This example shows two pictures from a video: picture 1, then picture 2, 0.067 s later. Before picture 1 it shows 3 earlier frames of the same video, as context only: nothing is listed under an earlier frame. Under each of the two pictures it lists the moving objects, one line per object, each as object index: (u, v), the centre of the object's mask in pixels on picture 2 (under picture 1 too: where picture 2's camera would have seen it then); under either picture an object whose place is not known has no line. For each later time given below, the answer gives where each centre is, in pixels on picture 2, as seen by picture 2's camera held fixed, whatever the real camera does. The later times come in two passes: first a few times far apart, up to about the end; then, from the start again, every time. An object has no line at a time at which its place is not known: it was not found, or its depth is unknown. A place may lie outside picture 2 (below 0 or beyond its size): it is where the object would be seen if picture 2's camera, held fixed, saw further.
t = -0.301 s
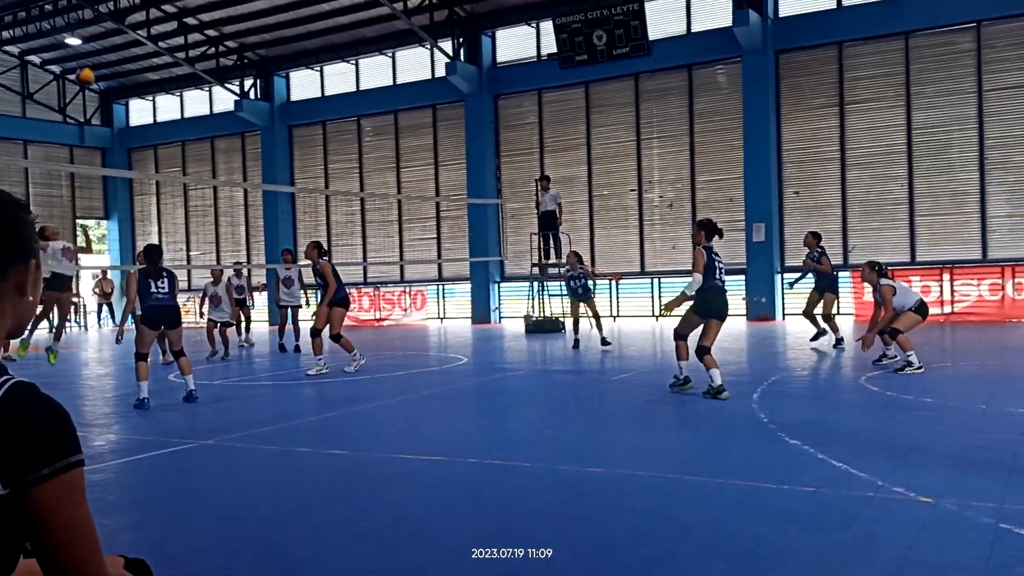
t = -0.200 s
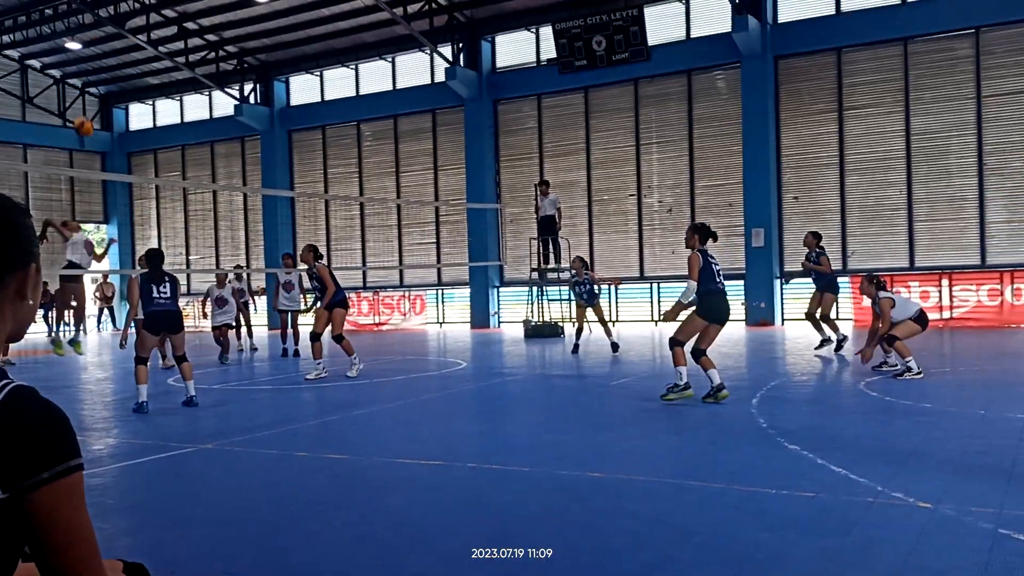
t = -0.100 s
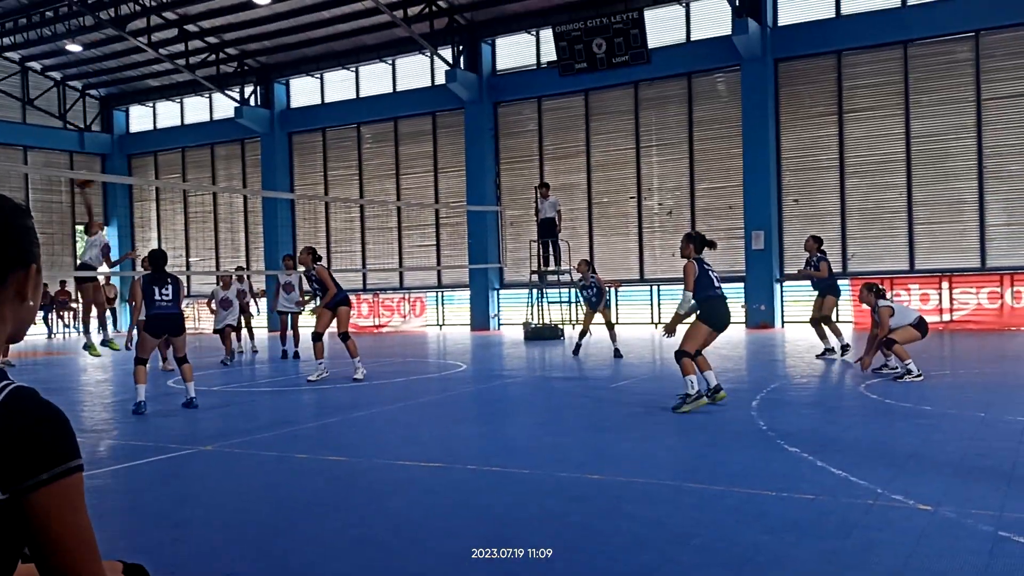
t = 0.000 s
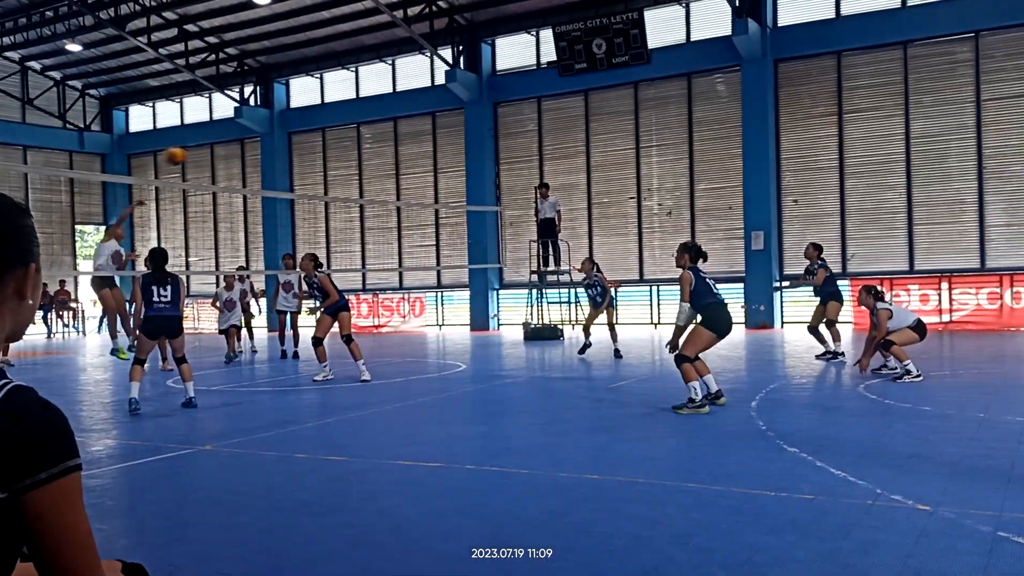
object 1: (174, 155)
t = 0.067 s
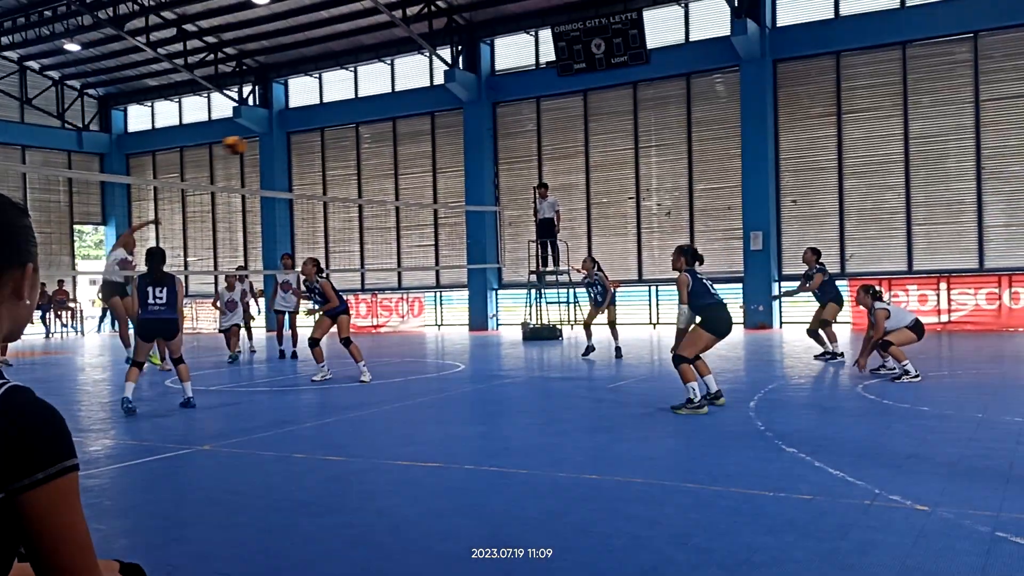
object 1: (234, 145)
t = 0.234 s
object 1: (391, 138)
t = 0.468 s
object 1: (621, 174)
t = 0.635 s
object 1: (801, 239)
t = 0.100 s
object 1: (266, 142)
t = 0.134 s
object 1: (296, 139)
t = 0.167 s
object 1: (328, 137)
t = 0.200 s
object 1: (359, 137)
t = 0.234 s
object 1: (391, 138)
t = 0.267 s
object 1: (423, 139)
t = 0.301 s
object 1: (456, 142)
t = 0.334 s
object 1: (488, 146)
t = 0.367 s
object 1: (521, 152)
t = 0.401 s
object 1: (554, 158)
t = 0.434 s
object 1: (588, 166)
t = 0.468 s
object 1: (621, 174)
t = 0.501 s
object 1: (656, 184)
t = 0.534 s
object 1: (694, 195)
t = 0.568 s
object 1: (728, 210)
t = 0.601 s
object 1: (764, 222)
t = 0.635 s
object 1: (801, 239)
